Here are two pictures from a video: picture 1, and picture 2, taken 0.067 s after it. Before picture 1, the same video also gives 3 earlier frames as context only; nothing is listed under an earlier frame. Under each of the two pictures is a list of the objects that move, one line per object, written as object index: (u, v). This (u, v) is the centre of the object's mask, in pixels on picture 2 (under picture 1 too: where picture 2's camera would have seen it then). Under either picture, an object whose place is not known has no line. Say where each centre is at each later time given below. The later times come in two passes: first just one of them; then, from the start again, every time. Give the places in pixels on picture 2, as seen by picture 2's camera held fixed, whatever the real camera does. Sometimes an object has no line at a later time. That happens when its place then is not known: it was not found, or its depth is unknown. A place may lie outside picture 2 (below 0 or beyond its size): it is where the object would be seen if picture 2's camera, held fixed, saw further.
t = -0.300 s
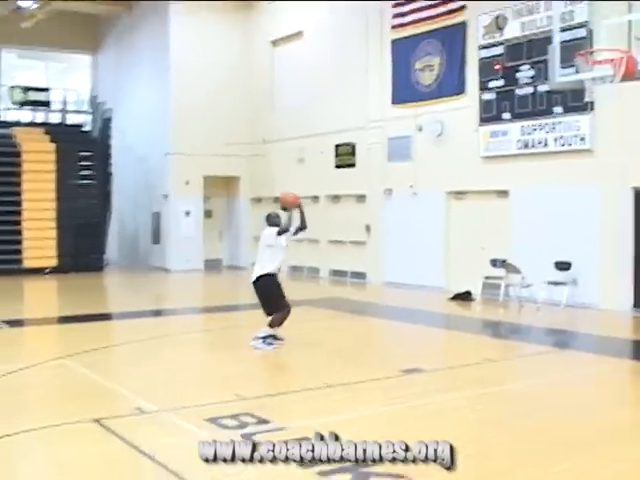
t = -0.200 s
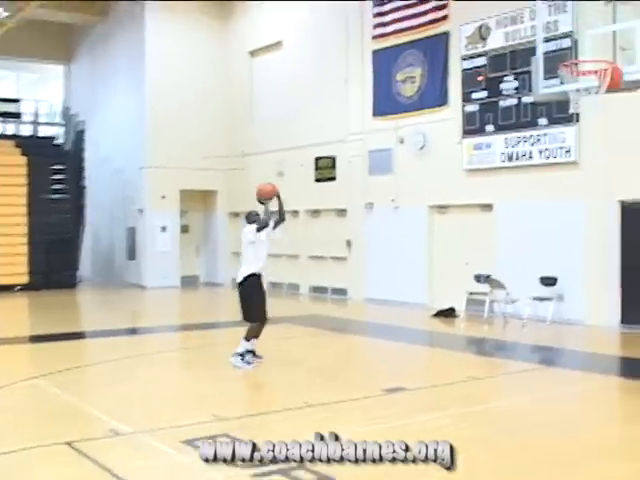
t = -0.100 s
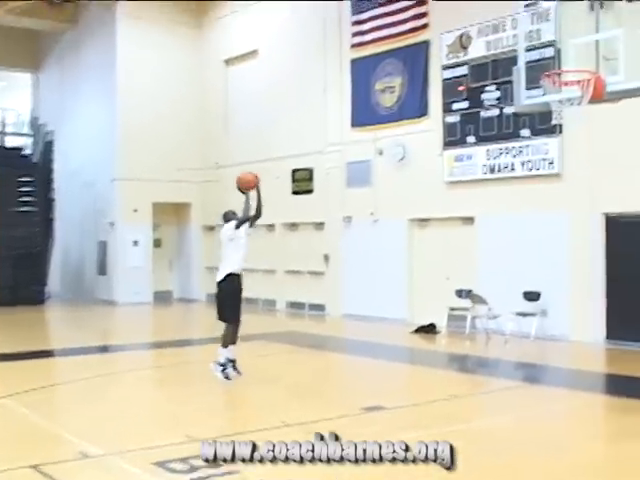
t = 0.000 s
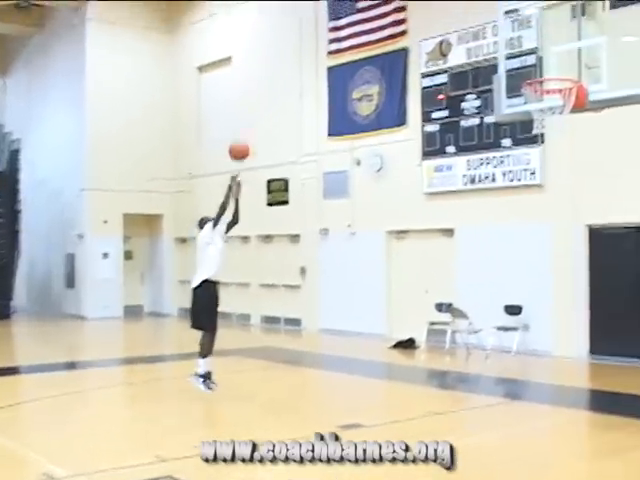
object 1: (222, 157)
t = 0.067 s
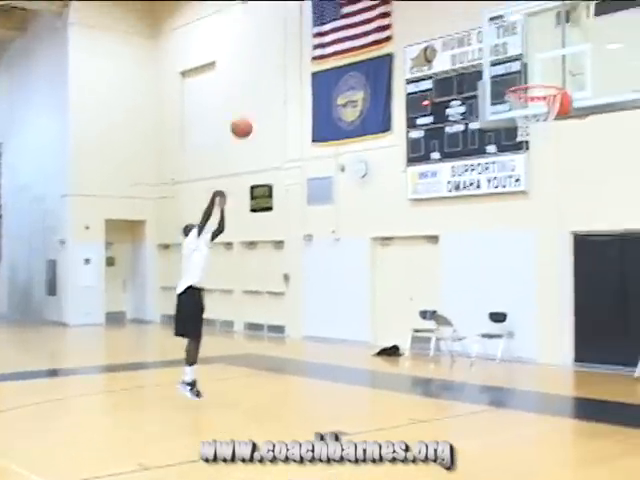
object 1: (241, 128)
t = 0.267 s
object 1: (302, 62)
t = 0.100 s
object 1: (251, 115)
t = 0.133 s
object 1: (261, 102)
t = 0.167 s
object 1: (271, 91)
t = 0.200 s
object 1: (281, 80)
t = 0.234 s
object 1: (291, 72)
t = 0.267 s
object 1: (302, 62)
